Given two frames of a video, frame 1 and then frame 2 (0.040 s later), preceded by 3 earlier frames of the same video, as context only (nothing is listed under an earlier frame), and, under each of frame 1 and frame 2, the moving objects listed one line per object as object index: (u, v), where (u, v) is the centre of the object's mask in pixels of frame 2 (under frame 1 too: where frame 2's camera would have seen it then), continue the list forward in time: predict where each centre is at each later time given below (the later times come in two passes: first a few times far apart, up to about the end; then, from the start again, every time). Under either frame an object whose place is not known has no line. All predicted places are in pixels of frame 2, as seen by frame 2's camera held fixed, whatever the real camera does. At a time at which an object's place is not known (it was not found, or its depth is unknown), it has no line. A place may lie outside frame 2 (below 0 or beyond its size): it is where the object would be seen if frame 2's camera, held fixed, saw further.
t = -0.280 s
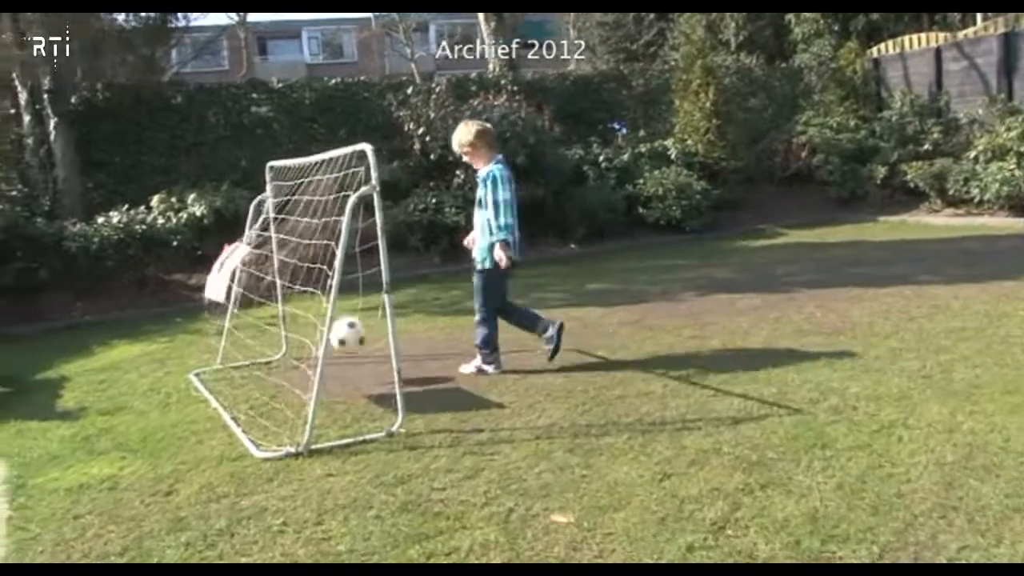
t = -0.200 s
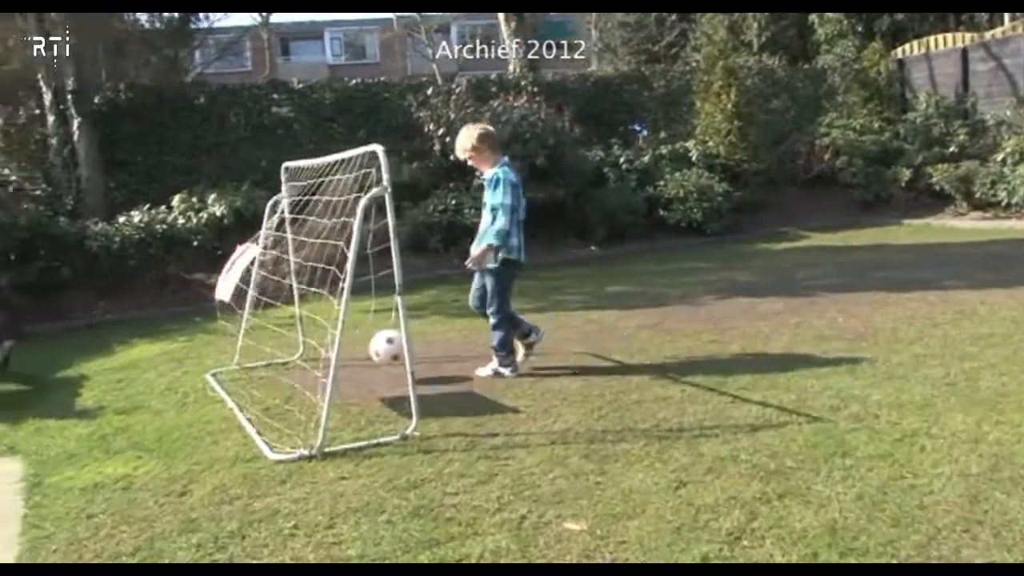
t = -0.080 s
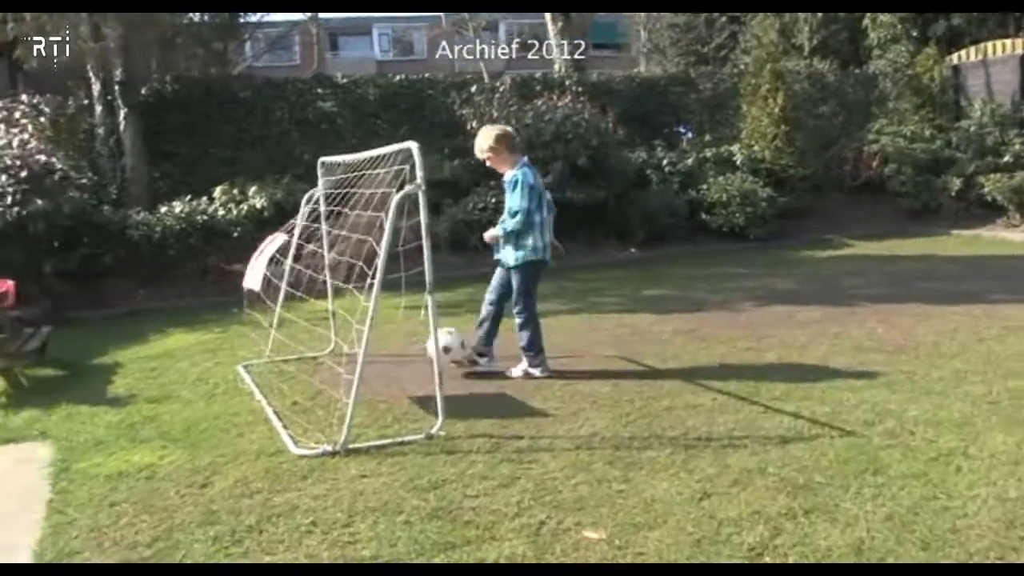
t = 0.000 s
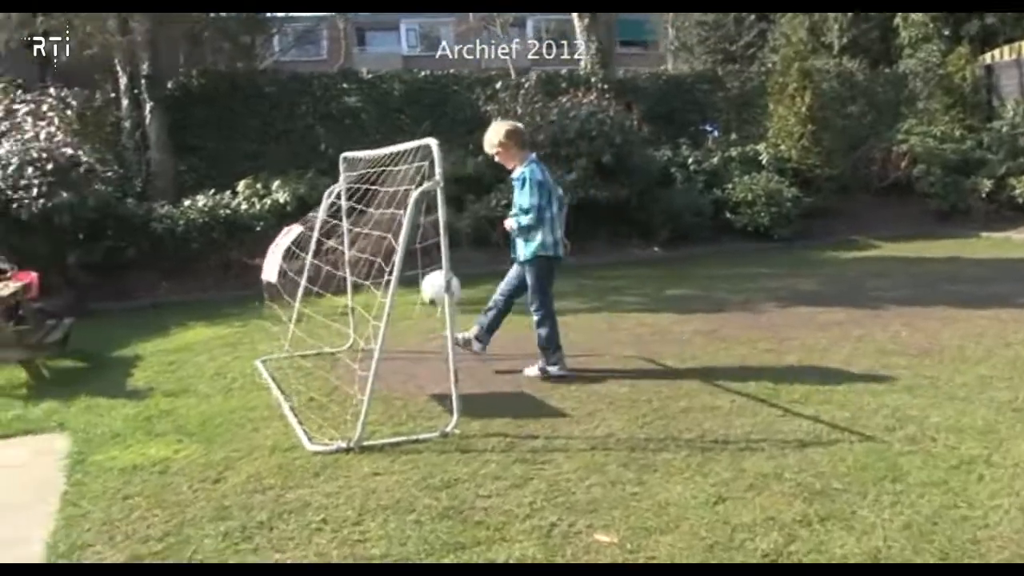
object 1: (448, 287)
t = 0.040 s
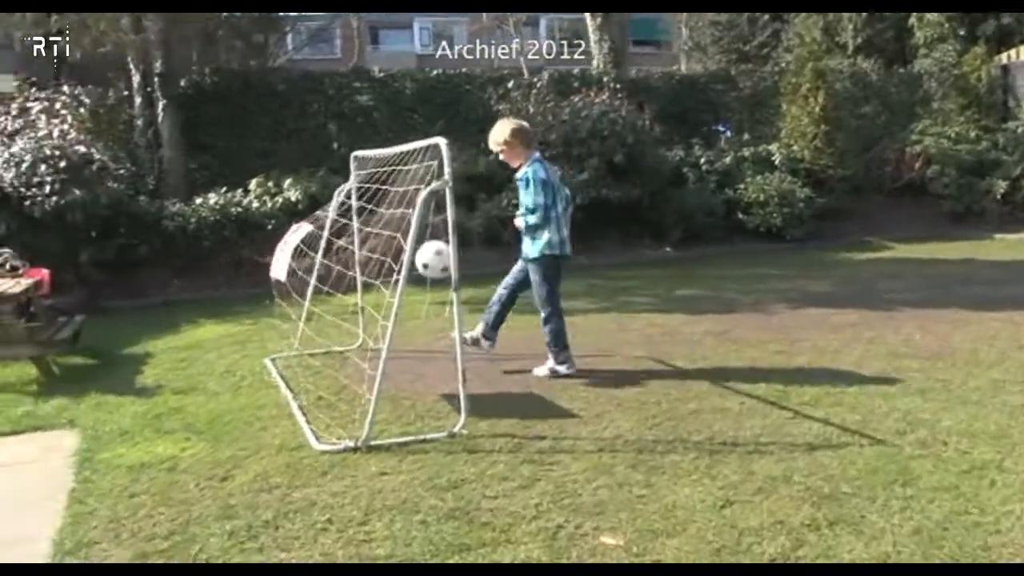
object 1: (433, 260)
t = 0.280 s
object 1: (352, 163)
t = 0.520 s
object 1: (318, 274)
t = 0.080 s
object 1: (422, 234)
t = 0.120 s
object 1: (408, 208)
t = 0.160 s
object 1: (394, 190)
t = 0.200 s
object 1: (377, 172)
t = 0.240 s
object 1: (365, 162)
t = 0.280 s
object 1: (352, 163)
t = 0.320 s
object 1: (340, 172)
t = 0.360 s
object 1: (330, 186)
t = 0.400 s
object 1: (322, 204)
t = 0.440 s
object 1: (322, 221)
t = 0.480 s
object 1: (319, 247)
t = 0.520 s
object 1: (318, 274)
